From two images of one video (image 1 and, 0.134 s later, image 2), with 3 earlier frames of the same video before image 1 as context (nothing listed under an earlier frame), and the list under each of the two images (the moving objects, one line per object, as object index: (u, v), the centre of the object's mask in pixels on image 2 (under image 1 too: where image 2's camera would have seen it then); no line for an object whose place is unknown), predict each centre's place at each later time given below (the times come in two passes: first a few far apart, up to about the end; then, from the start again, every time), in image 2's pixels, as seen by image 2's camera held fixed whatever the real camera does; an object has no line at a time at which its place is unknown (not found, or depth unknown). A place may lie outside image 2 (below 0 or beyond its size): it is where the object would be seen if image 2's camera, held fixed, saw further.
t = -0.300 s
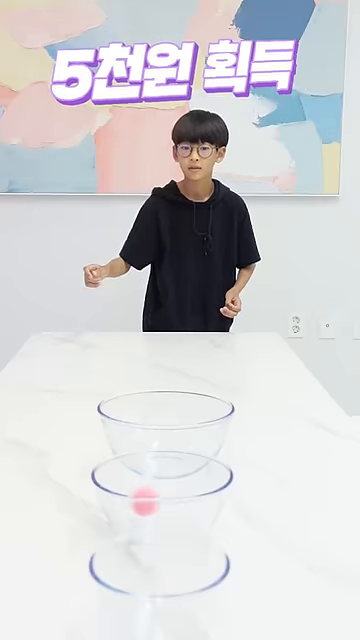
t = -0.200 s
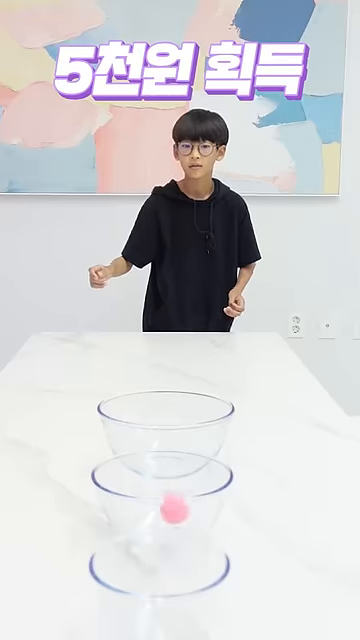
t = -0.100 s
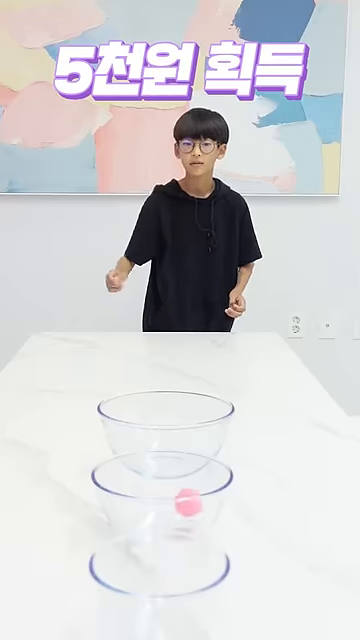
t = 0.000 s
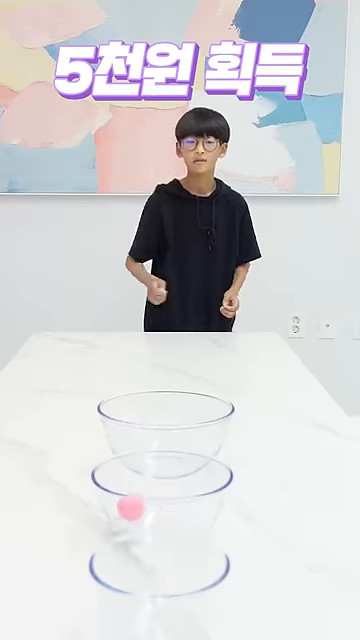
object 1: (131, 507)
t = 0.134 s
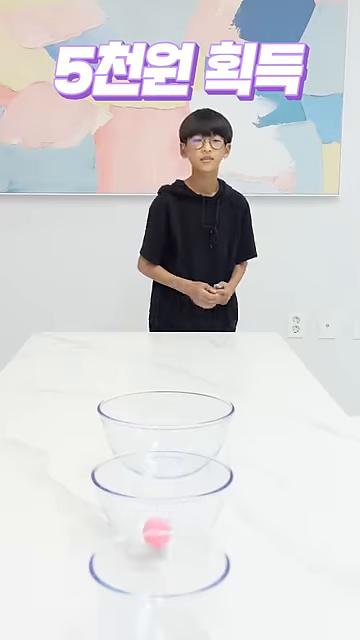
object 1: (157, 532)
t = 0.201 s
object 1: (180, 528)
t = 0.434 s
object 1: (145, 516)
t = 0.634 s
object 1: (158, 530)
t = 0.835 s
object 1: (185, 517)
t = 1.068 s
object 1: (138, 516)
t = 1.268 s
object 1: (152, 532)
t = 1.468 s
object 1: (185, 529)
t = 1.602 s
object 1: (180, 517)
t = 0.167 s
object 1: (172, 529)
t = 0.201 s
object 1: (180, 528)
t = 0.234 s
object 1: (187, 524)
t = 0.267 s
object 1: (191, 513)
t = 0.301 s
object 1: (187, 510)
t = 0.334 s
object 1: (176, 505)
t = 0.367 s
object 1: (165, 507)
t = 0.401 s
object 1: (156, 514)
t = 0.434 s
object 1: (145, 516)
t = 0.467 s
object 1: (138, 517)
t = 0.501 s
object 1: (131, 518)
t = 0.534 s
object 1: (131, 519)
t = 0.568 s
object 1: (135, 523)
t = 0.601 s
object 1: (149, 530)
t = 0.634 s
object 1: (158, 530)
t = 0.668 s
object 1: (168, 530)
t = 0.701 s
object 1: (175, 528)
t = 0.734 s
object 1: (184, 529)
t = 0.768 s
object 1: (191, 519)
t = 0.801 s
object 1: (191, 518)
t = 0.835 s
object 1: (185, 517)
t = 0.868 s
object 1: (178, 516)
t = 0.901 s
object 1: (171, 516)
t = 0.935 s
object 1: (161, 517)
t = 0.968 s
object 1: (155, 514)
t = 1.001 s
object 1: (145, 514)
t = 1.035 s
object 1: (141, 514)
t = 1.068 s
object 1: (138, 516)
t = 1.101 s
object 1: (137, 518)
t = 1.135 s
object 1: (137, 521)
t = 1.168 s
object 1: (137, 525)
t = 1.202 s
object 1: (140, 528)
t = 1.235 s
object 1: (145, 529)
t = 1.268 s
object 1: (152, 532)
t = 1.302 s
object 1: (158, 533)
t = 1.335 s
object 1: (166, 532)
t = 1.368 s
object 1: (170, 531)
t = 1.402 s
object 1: (174, 530)
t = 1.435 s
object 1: (180, 529)
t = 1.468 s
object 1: (185, 529)
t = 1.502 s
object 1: (190, 520)
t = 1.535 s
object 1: (190, 520)
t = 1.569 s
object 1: (187, 518)
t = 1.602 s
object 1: (180, 517)
